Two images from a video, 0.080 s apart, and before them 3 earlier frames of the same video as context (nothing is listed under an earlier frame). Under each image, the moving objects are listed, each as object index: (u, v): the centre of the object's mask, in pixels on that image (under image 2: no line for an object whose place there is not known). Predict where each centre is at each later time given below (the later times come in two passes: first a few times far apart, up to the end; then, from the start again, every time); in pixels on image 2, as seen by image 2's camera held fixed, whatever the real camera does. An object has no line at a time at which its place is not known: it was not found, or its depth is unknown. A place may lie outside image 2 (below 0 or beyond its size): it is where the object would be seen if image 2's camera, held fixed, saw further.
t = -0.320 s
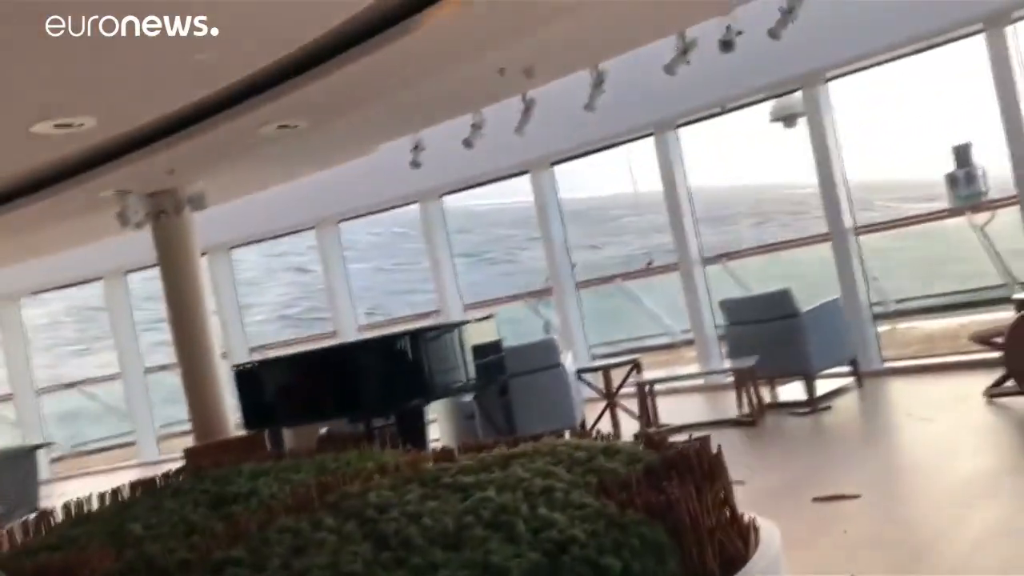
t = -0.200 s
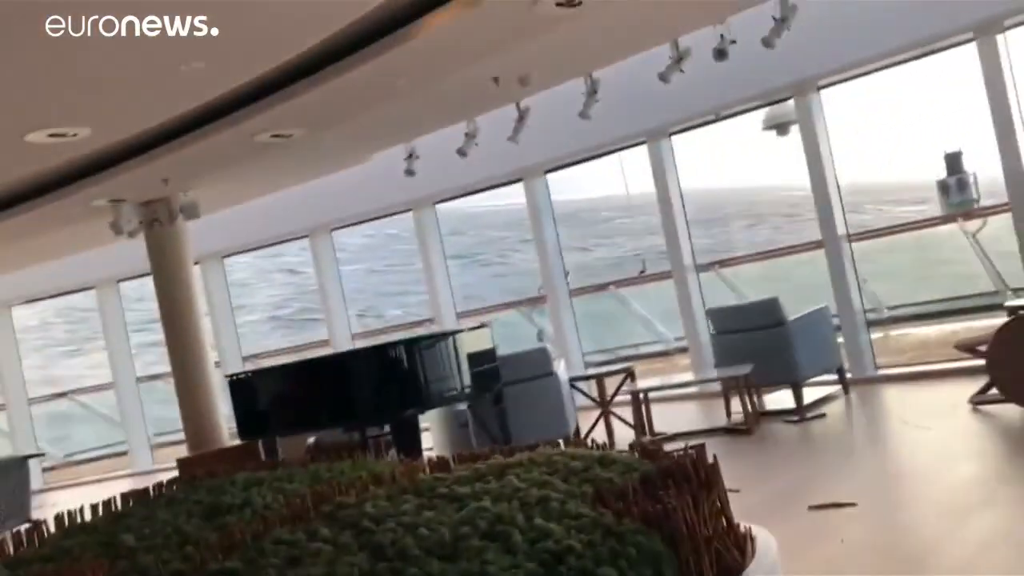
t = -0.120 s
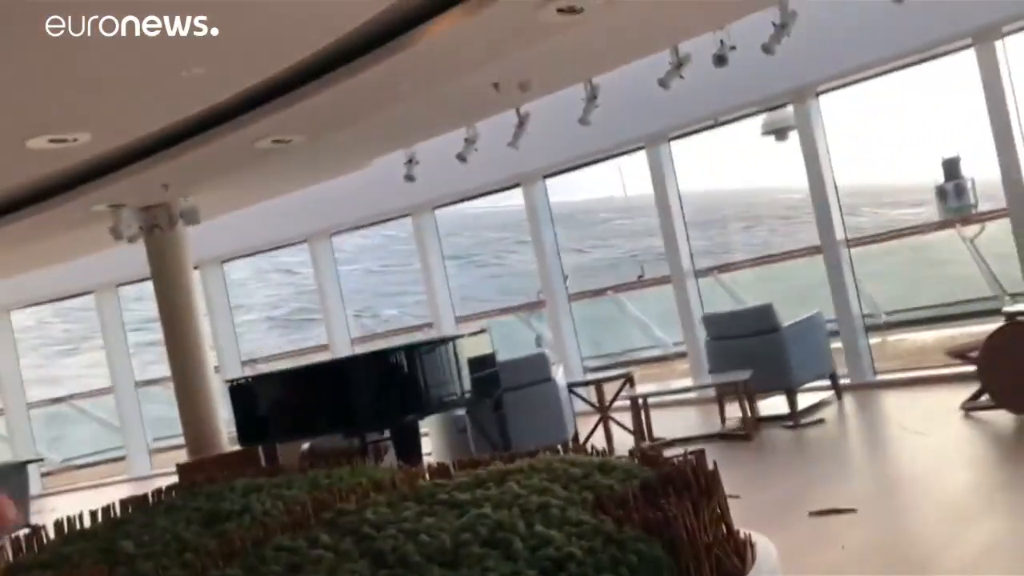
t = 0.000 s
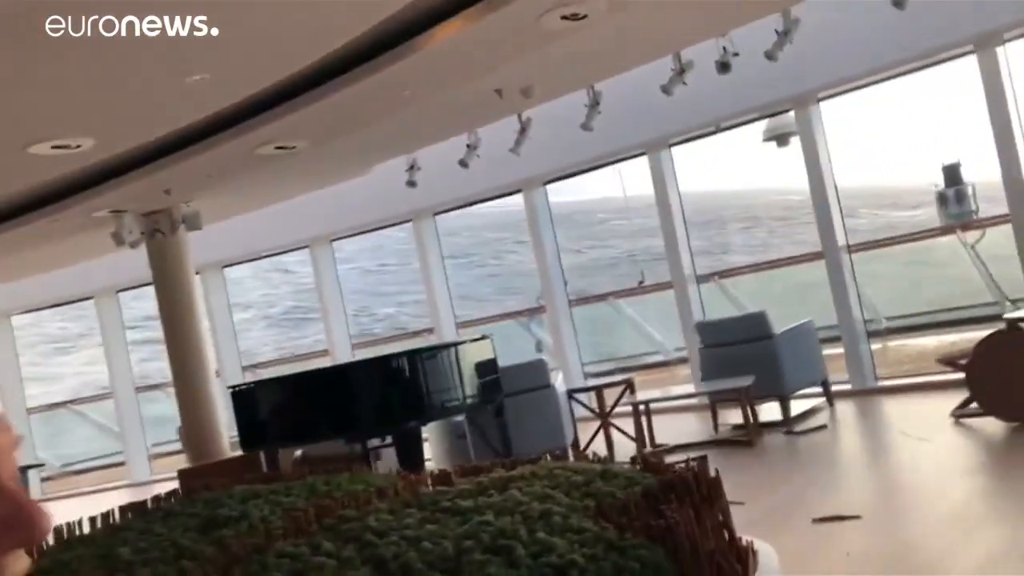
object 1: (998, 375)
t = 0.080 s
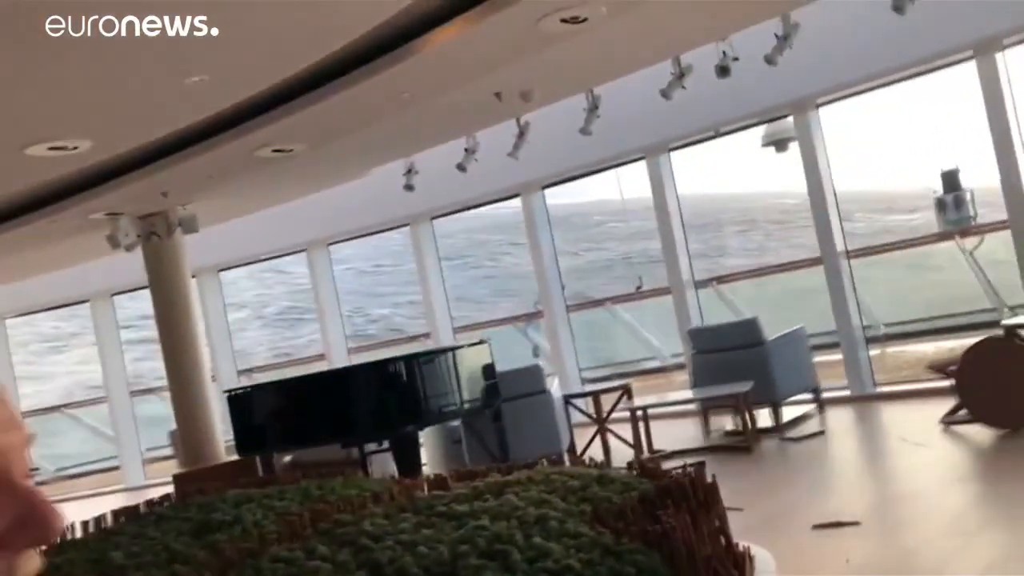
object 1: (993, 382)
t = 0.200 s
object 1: (985, 384)
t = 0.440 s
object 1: (941, 388)
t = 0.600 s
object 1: (898, 397)
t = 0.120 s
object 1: (991, 383)
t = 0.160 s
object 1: (989, 383)
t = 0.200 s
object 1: (985, 384)
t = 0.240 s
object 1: (979, 384)
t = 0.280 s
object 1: (973, 384)
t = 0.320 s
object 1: (965, 386)
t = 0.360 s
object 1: (955, 387)
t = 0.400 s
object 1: (949, 387)
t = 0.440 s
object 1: (941, 388)
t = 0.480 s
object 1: (934, 390)
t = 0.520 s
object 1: (933, 387)
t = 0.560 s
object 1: (913, 392)
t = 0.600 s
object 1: (898, 397)
